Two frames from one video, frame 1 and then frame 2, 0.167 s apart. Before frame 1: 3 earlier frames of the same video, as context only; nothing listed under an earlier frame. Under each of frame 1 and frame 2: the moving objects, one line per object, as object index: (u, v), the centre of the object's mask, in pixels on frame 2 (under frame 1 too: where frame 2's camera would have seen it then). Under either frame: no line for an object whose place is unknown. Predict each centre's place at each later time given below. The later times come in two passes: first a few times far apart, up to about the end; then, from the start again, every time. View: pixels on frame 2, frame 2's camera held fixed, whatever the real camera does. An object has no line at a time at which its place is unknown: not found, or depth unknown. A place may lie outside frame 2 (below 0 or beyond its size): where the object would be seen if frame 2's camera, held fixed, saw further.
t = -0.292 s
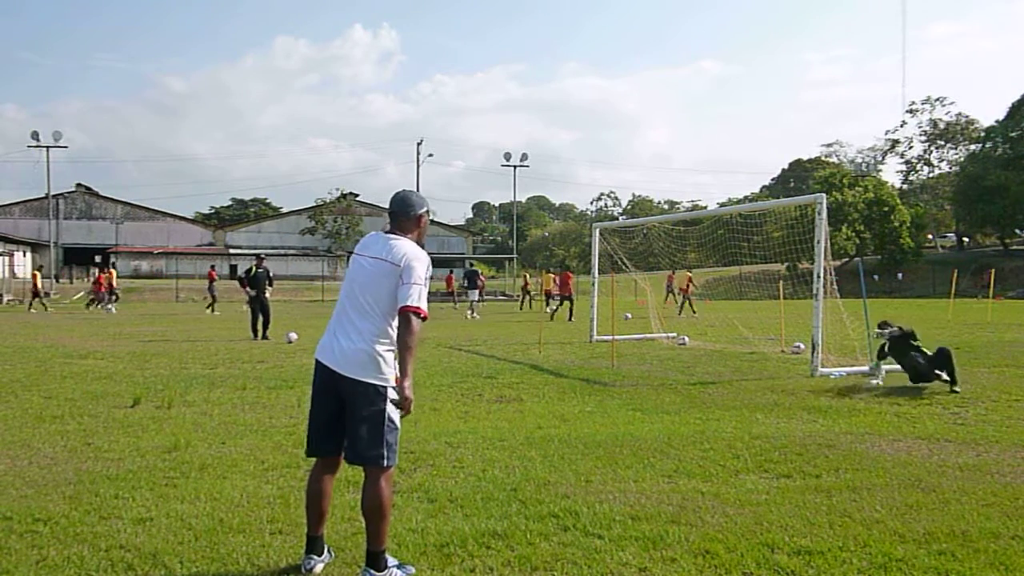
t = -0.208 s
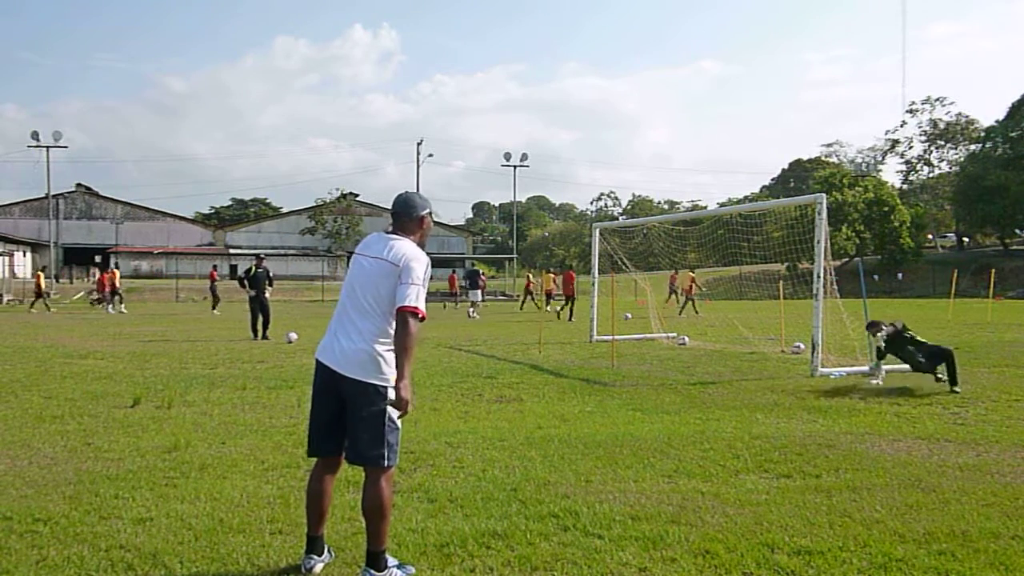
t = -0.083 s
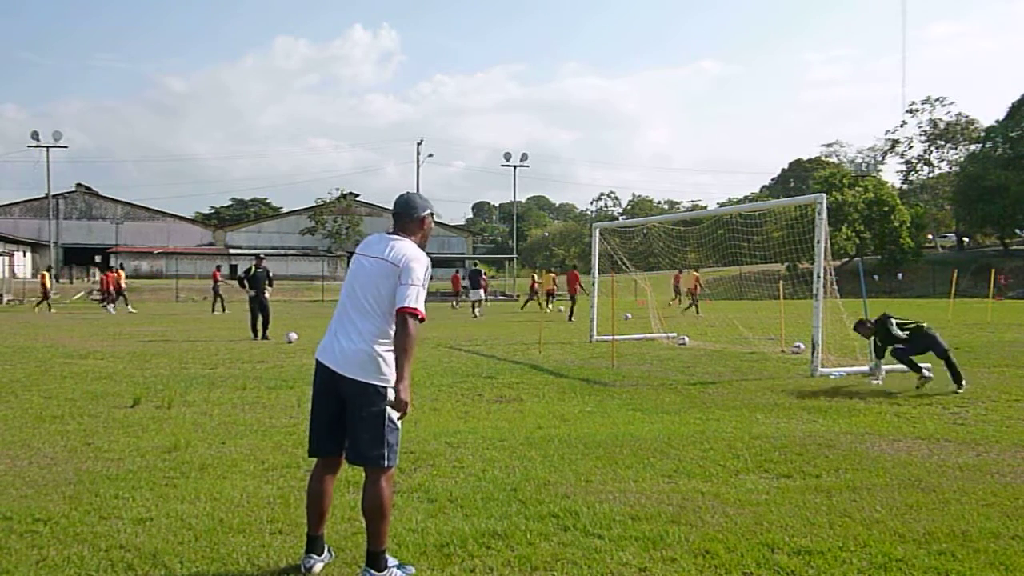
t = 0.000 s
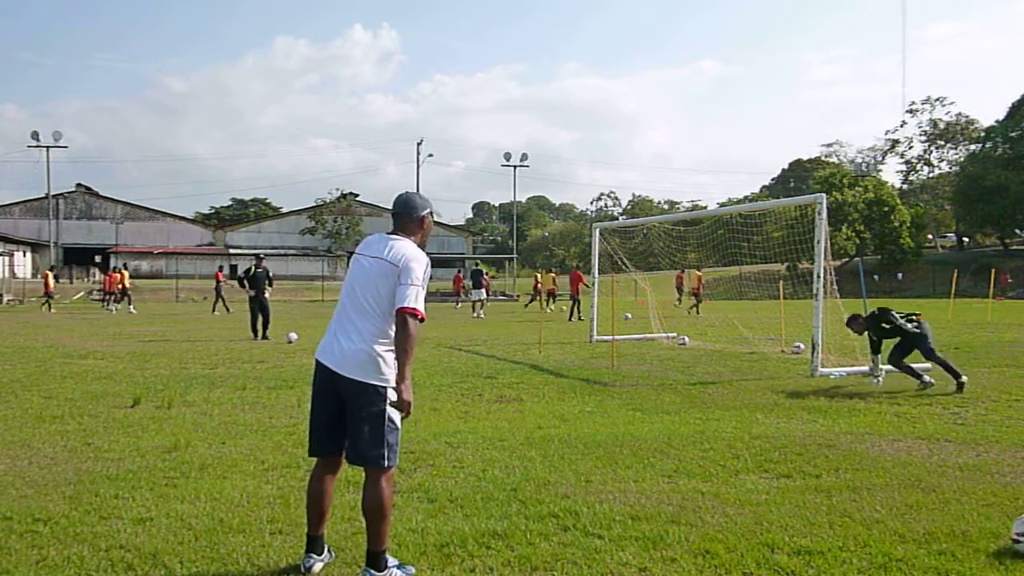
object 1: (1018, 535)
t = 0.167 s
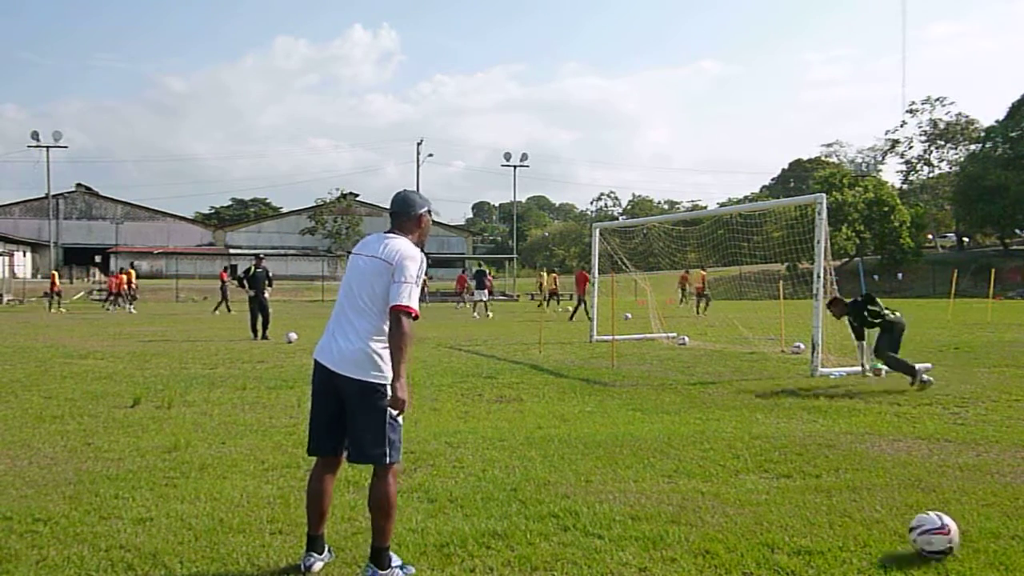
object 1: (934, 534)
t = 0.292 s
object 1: (858, 538)
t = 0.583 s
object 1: (692, 544)
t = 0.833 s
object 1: (555, 545)
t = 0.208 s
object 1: (908, 538)
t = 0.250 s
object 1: (882, 538)
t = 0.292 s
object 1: (858, 538)
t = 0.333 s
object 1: (833, 542)
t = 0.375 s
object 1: (808, 546)
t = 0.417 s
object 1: (783, 541)
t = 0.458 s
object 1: (760, 537)
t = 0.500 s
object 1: (737, 536)
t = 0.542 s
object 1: (715, 539)
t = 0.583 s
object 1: (692, 544)
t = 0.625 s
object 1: (668, 546)
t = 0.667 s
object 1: (644, 544)
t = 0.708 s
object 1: (622, 544)
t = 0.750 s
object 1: (600, 544)
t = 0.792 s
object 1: (578, 547)
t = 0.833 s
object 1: (555, 545)
